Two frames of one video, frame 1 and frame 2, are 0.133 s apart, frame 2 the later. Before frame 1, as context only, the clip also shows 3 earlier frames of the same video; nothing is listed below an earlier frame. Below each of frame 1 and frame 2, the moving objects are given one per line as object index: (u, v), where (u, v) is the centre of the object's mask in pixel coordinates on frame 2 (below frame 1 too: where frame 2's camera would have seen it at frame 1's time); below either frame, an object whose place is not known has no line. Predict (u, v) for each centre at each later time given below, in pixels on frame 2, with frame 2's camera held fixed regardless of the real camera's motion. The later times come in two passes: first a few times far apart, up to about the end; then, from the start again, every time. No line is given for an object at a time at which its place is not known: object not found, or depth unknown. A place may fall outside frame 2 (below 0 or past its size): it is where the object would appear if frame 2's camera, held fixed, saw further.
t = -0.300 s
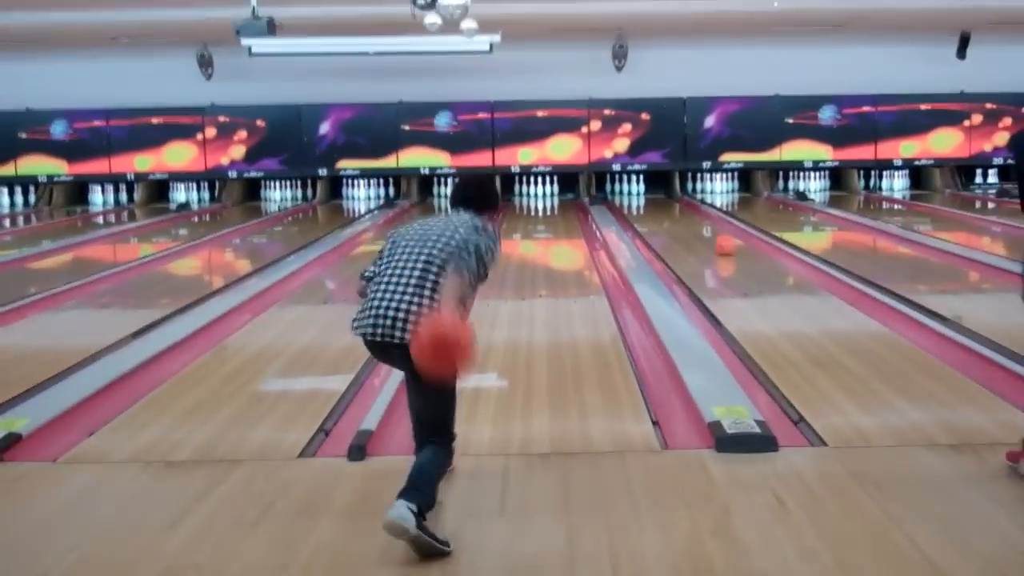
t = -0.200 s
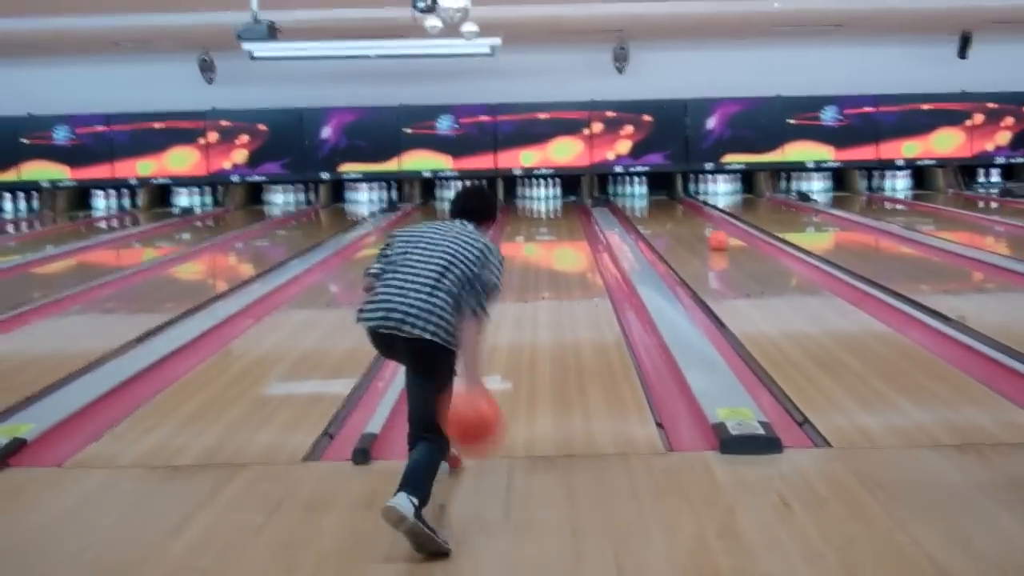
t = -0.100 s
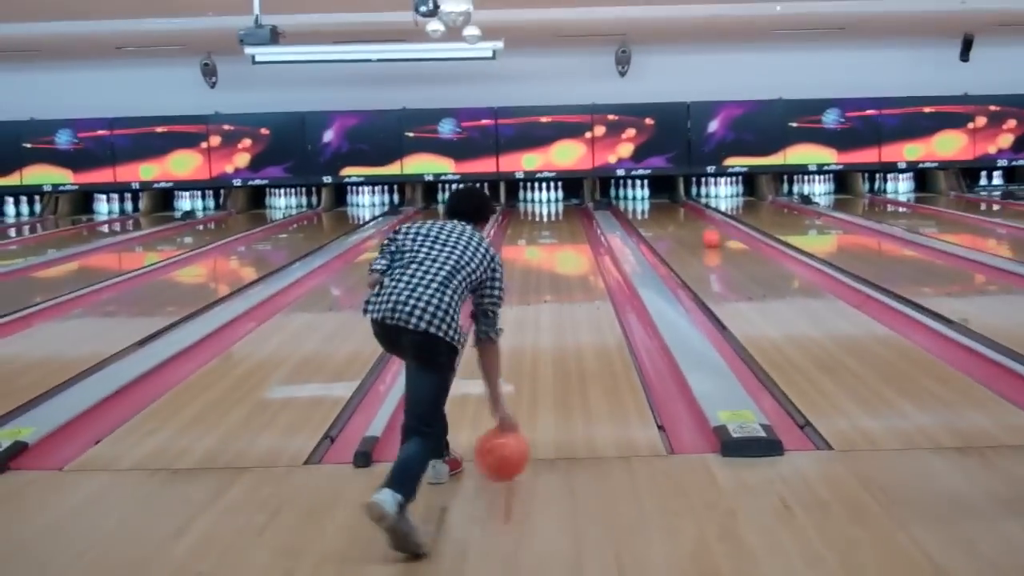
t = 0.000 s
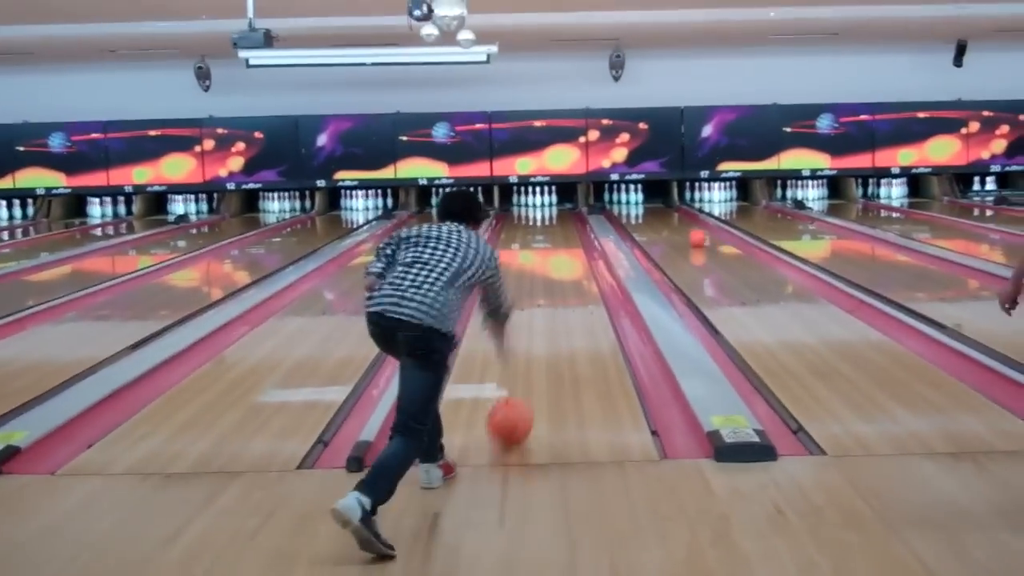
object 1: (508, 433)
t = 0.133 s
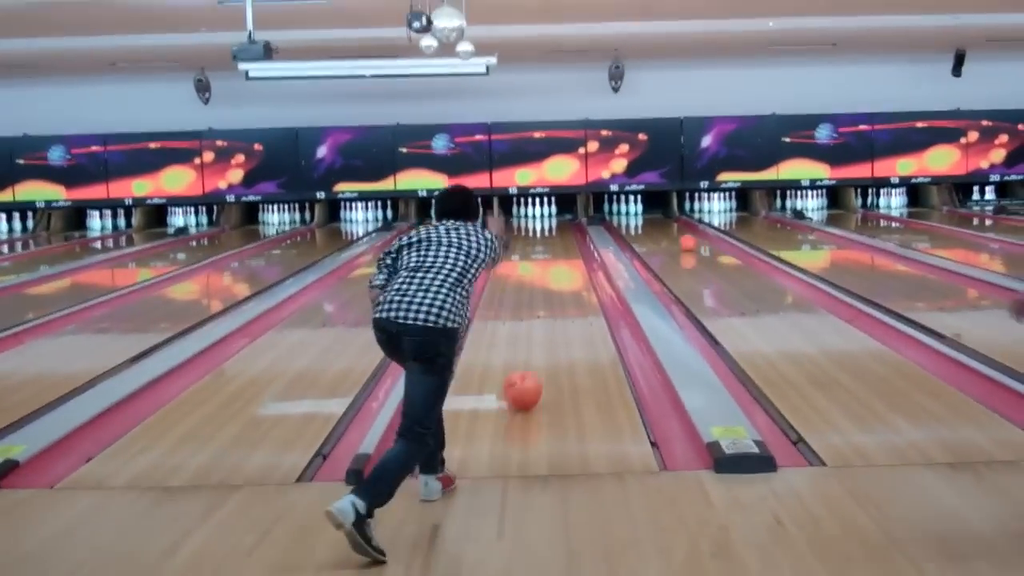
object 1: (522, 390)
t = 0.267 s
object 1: (532, 357)
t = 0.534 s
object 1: (545, 312)
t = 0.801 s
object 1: (553, 286)
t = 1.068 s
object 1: (557, 264)
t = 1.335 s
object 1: (559, 250)
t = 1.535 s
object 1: (562, 240)
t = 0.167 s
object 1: (525, 381)
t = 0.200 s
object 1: (528, 372)
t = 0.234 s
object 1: (530, 365)
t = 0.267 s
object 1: (532, 357)
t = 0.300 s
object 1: (535, 350)
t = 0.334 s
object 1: (536, 344)
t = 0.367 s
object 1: (538, 337)
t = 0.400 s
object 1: (540, 333)
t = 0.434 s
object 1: (541, 327)
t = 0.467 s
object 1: (543, 321)
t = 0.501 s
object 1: (544, 316)
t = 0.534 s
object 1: (545, 312)
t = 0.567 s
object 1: (546, 308)
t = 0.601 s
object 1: (547, 305)
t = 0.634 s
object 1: (549, 301)
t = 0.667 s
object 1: (549, 299)
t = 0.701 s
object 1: (550, 295)
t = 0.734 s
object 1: (551, 291)
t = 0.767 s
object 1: (552, 289)
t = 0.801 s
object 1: (553, 286)
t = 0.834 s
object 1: (554, 282)
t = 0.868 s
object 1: (555, 279)
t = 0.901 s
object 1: (556, 276)
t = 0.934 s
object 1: (556, 274)
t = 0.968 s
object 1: (556, 272)
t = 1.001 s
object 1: (557, 270)
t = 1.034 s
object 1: (557, 266)
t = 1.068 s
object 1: (557, 264)
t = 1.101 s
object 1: (558, 262)
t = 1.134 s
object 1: (559, 260)
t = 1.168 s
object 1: (559, 258)
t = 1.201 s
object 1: (559, 256)
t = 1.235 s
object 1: (559, 254)
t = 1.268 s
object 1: (559, 253)
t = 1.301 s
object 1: (559, 252)
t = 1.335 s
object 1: (559, 250)
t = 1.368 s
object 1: (560, 248)
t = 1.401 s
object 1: (560, 246)
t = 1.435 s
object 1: (560, 245)
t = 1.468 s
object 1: (561, 244)
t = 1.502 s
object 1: (561, 242)
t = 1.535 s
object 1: (562, 240)
